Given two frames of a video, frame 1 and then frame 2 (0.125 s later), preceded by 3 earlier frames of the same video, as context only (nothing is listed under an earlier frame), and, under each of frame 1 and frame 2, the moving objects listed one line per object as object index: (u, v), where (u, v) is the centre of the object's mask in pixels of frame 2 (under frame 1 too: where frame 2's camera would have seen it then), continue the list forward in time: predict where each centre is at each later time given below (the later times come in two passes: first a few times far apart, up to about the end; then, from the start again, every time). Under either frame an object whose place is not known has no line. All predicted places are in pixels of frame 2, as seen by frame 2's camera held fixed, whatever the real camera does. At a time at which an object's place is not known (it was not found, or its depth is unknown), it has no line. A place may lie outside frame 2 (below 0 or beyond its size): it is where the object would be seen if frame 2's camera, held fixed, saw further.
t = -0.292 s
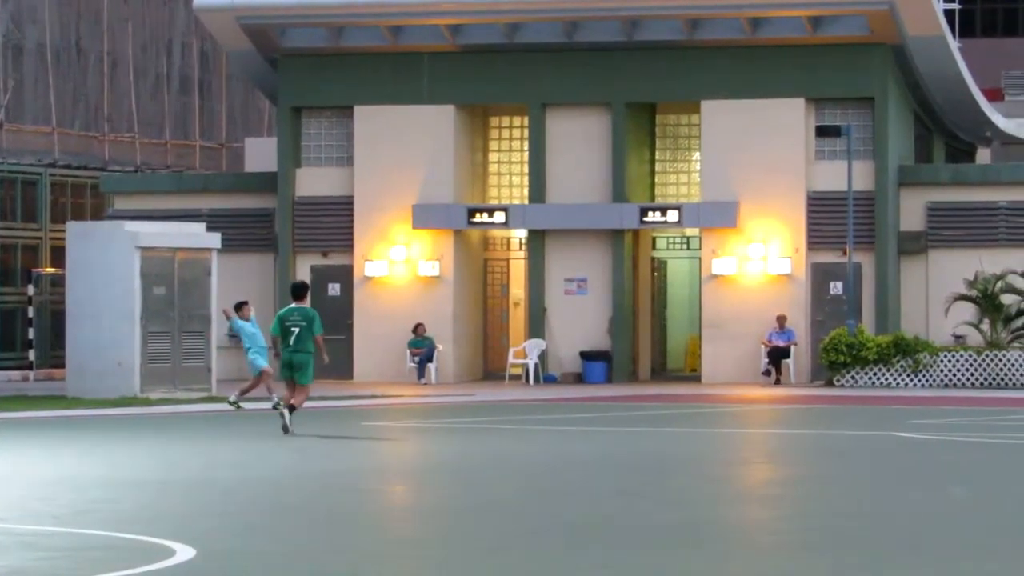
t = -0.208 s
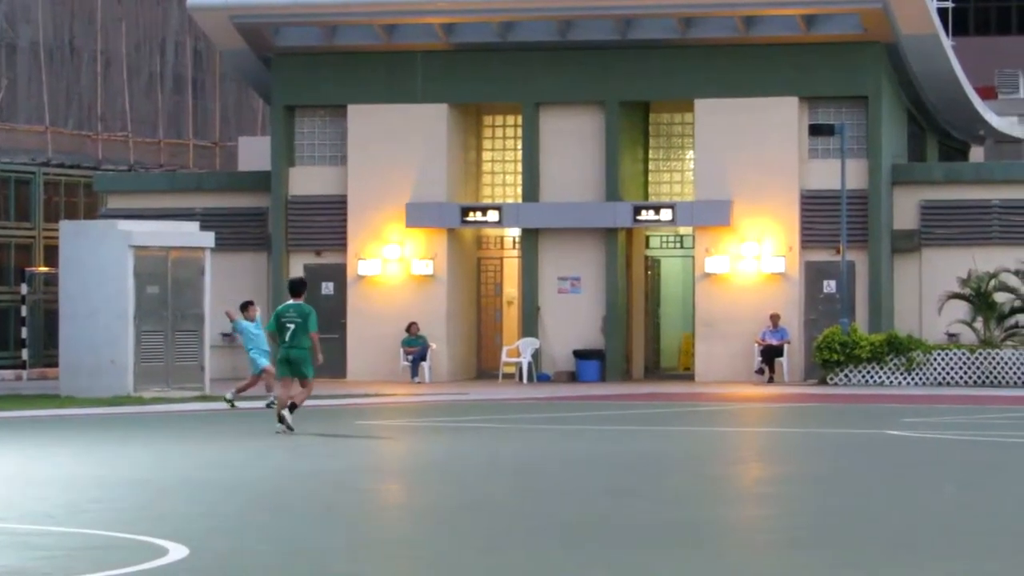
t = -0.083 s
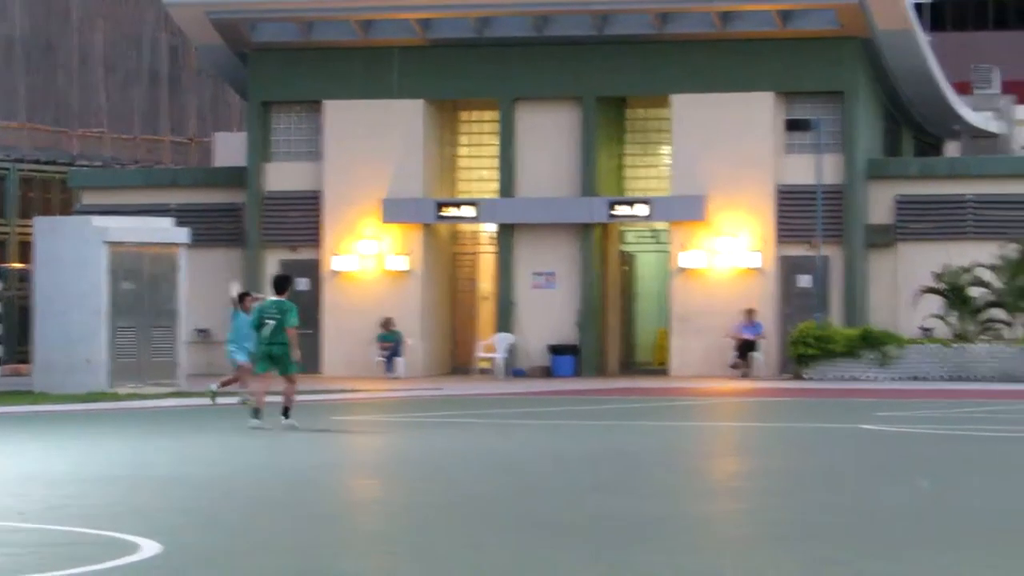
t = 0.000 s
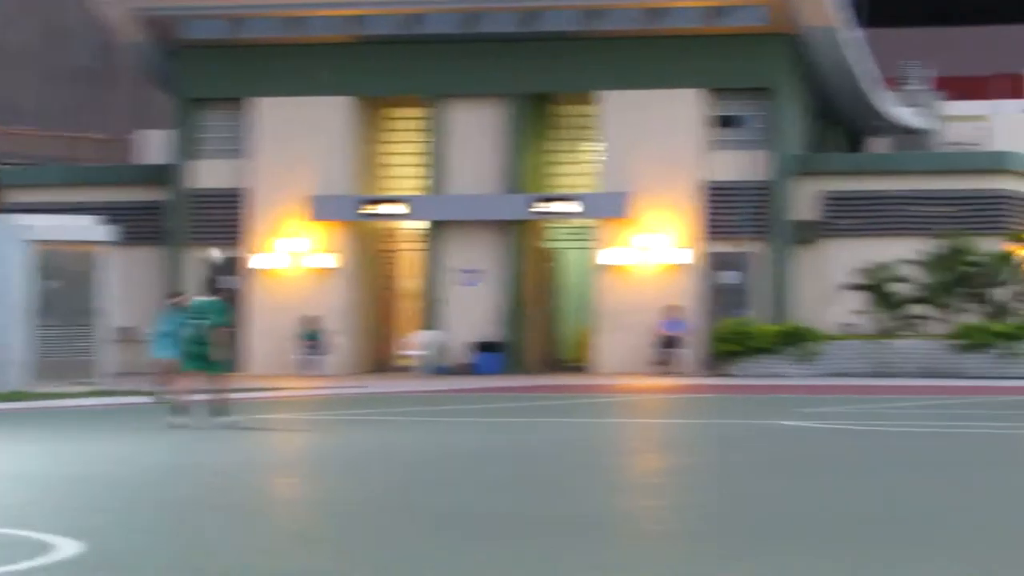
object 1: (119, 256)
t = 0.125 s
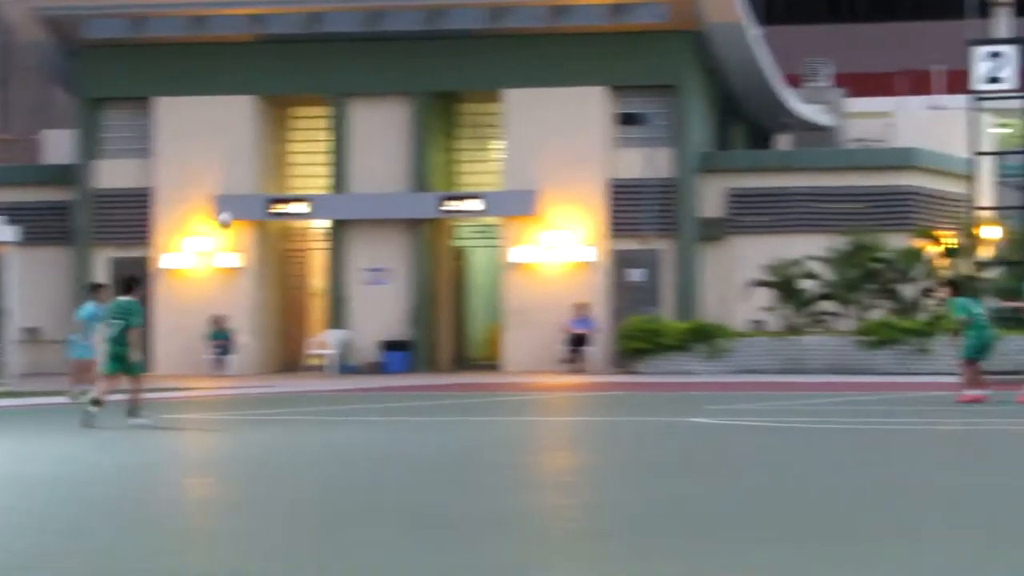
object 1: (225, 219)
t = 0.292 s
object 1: (363, 186)
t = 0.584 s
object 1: (609, 176)
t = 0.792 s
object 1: (792, 220)
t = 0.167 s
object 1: (260, 208)
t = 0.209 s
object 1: (294, 200)
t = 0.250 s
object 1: (329, 191)
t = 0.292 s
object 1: (363, 186)
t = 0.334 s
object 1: (397, 181)
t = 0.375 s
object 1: (432, 176)
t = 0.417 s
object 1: (467, 174)
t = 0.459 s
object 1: (502, 173)
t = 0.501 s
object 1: (537, 173)
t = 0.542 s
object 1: (573, 174)
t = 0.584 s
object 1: (609, 176)
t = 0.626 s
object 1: (645, 182)
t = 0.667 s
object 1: (682, 188)
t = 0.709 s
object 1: (719, 197)
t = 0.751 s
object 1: (754, 208)
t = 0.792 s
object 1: (792, 220)
